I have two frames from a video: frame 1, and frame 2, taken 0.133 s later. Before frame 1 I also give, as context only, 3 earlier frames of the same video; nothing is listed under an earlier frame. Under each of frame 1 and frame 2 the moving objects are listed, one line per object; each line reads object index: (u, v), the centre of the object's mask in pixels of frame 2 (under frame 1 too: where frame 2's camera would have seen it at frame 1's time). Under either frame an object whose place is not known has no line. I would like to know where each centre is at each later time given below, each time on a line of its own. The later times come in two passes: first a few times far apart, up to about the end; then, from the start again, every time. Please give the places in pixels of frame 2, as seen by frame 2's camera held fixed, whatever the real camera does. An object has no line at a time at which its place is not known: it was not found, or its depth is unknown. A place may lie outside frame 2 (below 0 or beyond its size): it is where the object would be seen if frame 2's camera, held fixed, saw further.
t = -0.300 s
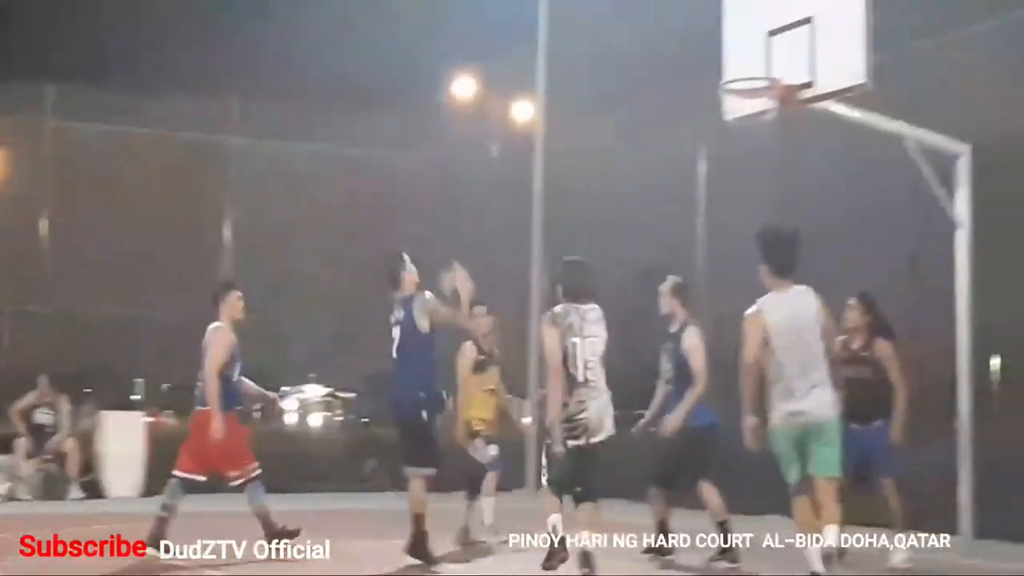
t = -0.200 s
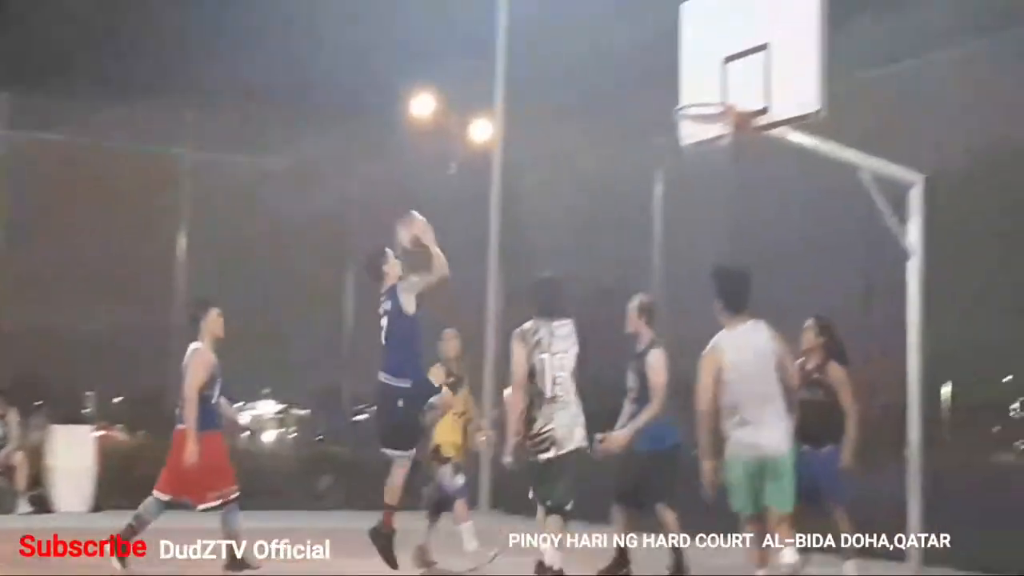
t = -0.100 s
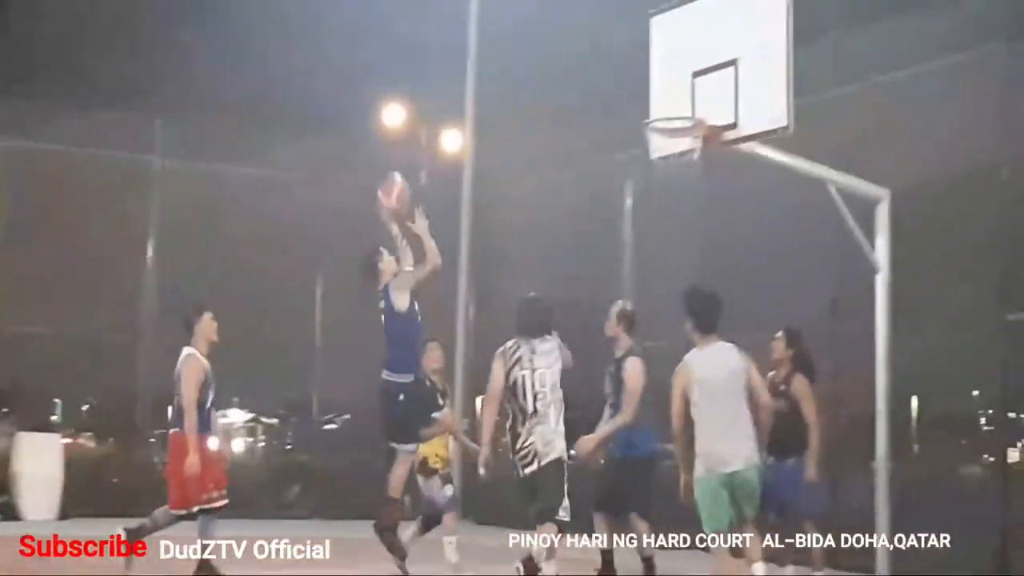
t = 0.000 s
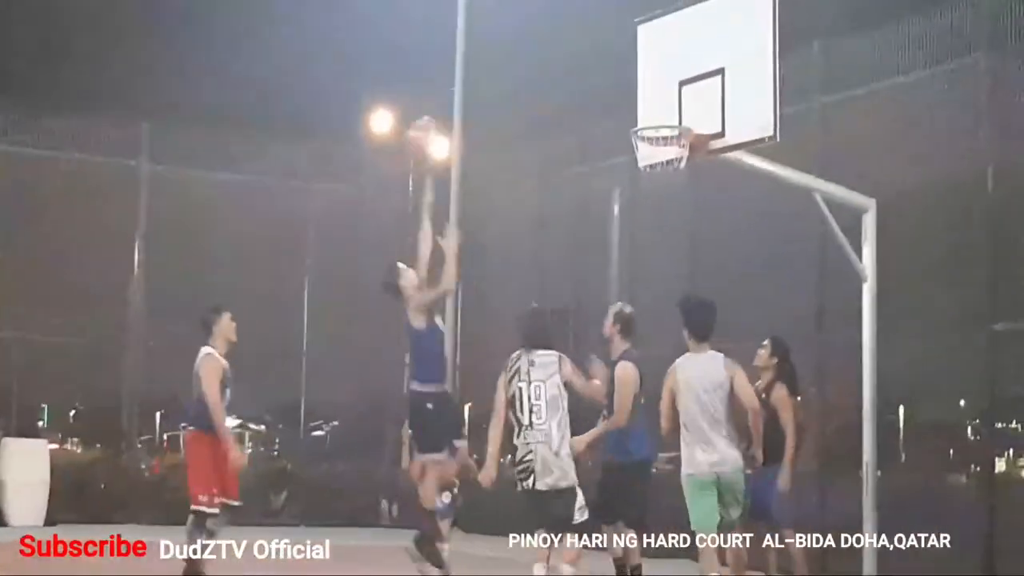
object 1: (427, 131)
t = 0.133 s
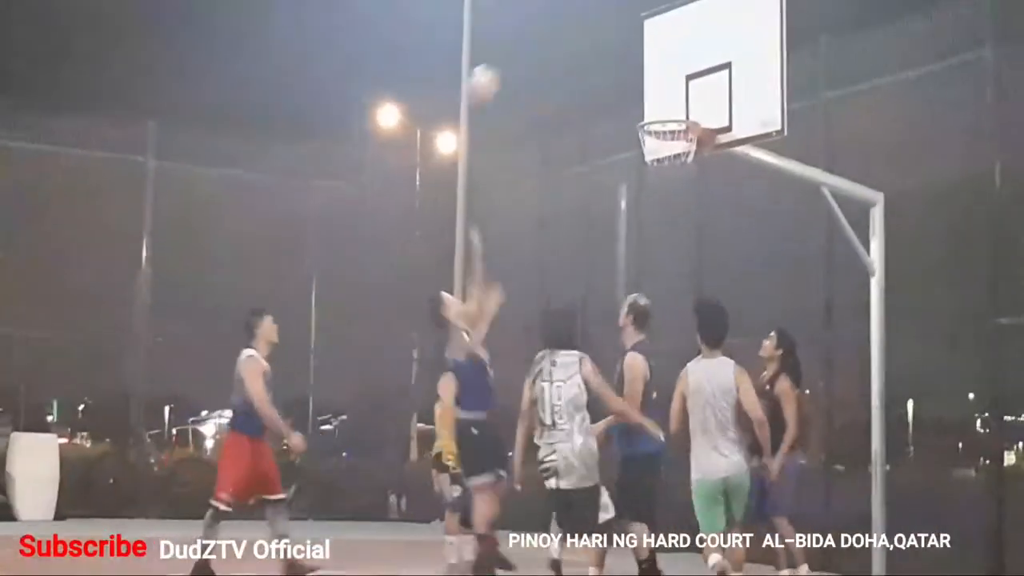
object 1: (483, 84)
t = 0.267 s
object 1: (536, 63)
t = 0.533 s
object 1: (636, 104)
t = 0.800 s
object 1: (688, 107)
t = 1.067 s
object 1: (685, 100)
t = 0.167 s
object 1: (496, 76)
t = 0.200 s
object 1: (510, 70)
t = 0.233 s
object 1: (523, 65)
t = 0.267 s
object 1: (536, 63)
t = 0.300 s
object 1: (550, 62)
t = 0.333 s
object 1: (562, 62)
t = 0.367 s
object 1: (574, 64)
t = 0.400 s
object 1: (587, 70)
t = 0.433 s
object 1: (599, 75)
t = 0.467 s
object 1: (611, 81)
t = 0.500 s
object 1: (626, 93)
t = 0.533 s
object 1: (636, 104)
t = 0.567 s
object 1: (647, 109)
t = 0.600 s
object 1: (653, 104)
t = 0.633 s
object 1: (659, 102)
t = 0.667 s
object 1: (665, 100)
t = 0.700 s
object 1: (671, 101)
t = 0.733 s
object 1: (677, 103)
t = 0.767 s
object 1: (682, 105)
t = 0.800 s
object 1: (688, 107)
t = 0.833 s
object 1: (696, 105)
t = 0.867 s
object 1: (699, 102)
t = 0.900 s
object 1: (697, 97)
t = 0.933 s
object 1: (693, 94)
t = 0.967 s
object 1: (691, 93)
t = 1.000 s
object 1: (689, 93)
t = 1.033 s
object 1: (687, 96)
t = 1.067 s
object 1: (685, 100)
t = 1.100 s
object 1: (683, 106)
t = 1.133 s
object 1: (681, 111)
